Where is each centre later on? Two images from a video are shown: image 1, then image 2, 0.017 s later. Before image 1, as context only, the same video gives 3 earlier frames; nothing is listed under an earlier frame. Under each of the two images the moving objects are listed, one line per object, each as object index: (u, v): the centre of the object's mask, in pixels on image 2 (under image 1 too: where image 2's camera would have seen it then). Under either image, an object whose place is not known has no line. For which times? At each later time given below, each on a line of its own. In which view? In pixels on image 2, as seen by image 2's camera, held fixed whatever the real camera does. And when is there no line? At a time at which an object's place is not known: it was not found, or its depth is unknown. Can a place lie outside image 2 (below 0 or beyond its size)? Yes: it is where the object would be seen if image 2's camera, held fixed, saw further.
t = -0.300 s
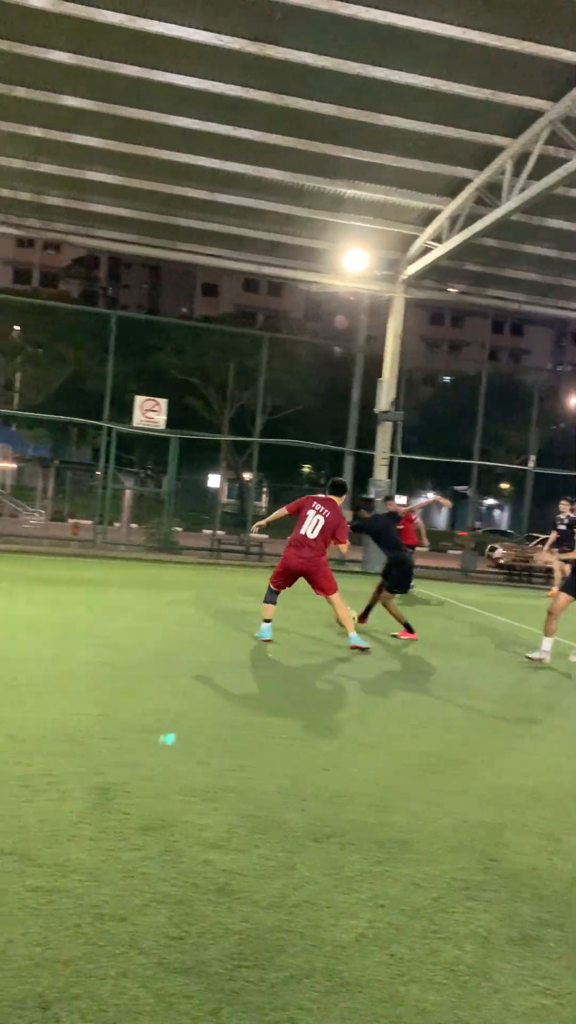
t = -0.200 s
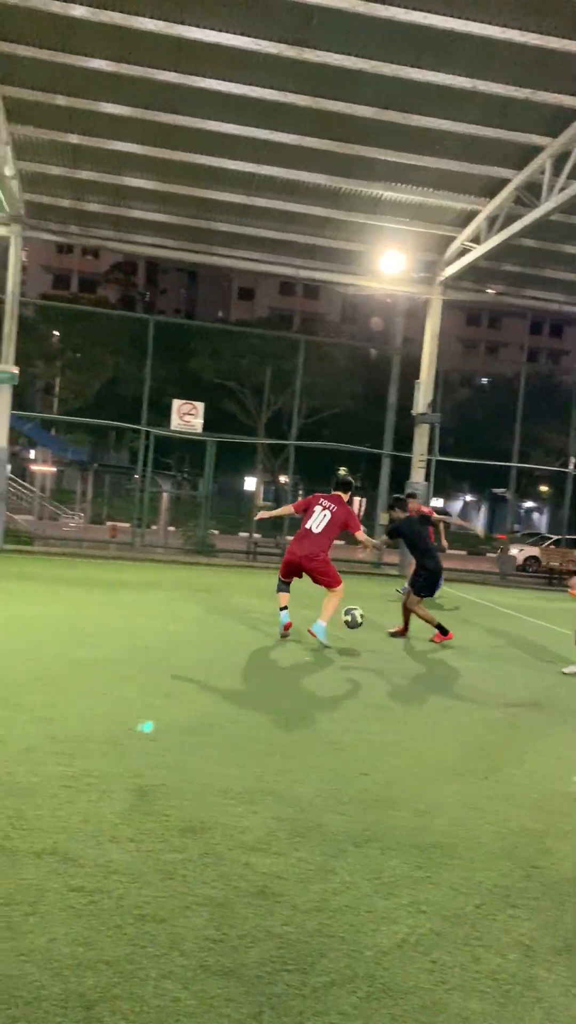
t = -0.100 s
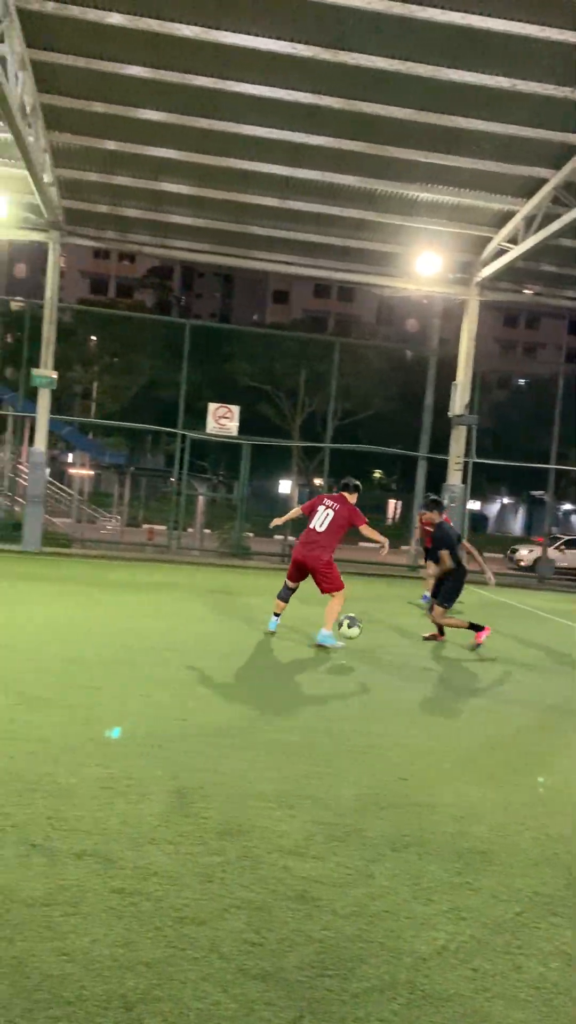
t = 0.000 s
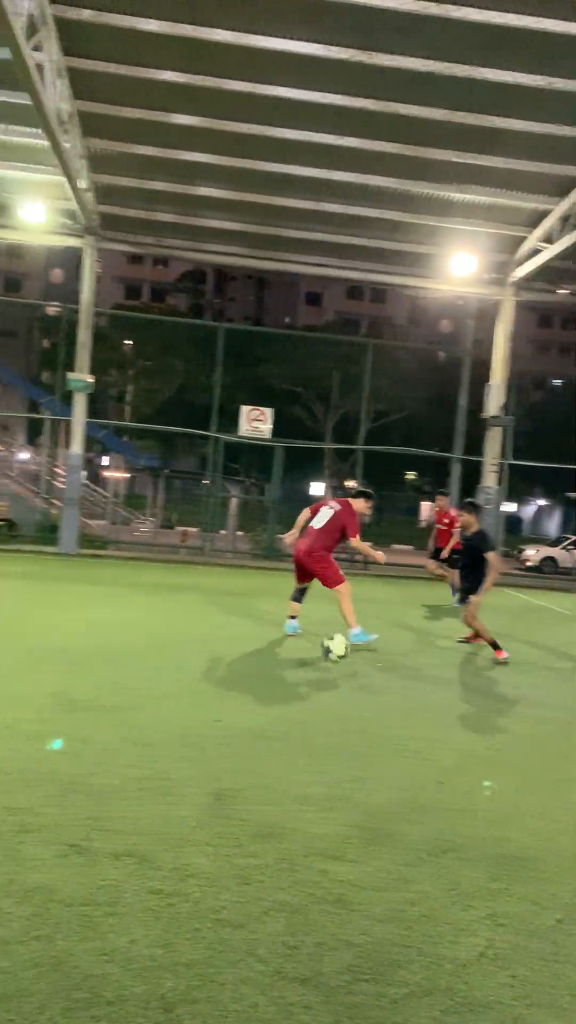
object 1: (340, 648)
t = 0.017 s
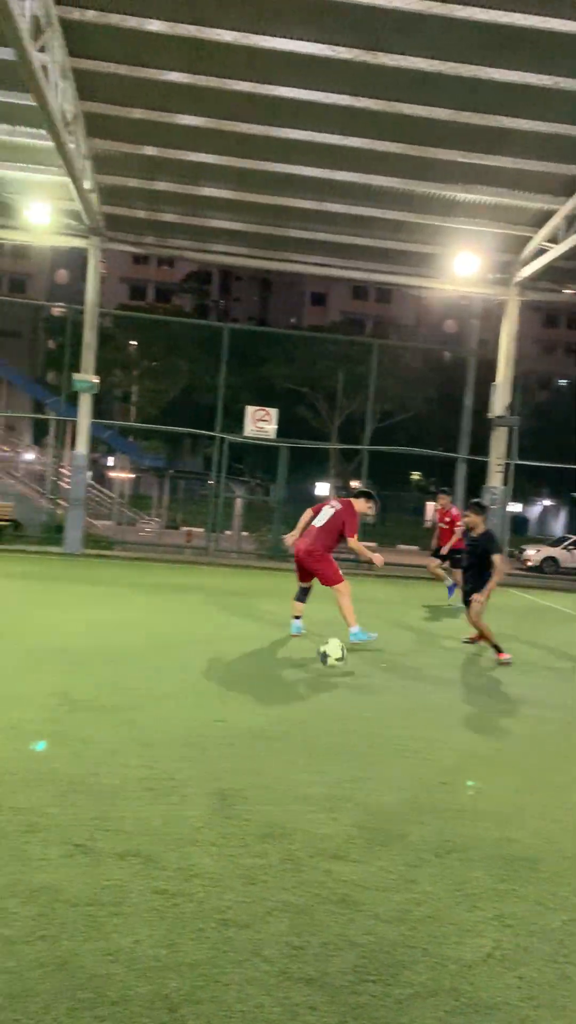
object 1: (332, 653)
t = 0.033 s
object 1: (323, 659)
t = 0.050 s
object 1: (314, 665)
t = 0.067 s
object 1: (305, 671)
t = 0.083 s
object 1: (296, 672)
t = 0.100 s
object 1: (289, 670)
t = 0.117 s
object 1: (281, 669)
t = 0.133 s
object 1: (273, 667)
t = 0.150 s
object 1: (267, 666)
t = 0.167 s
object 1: (258, 665)
